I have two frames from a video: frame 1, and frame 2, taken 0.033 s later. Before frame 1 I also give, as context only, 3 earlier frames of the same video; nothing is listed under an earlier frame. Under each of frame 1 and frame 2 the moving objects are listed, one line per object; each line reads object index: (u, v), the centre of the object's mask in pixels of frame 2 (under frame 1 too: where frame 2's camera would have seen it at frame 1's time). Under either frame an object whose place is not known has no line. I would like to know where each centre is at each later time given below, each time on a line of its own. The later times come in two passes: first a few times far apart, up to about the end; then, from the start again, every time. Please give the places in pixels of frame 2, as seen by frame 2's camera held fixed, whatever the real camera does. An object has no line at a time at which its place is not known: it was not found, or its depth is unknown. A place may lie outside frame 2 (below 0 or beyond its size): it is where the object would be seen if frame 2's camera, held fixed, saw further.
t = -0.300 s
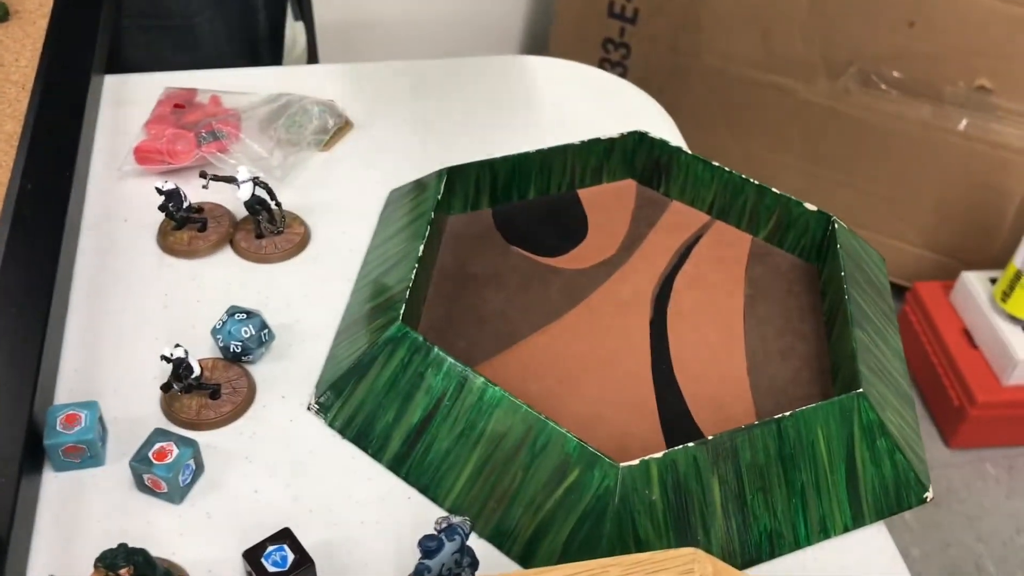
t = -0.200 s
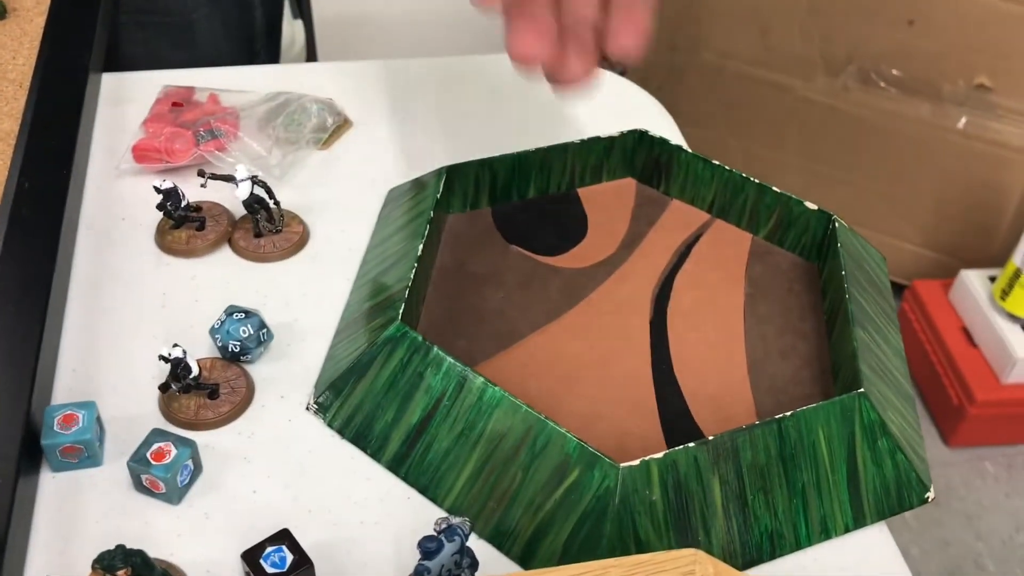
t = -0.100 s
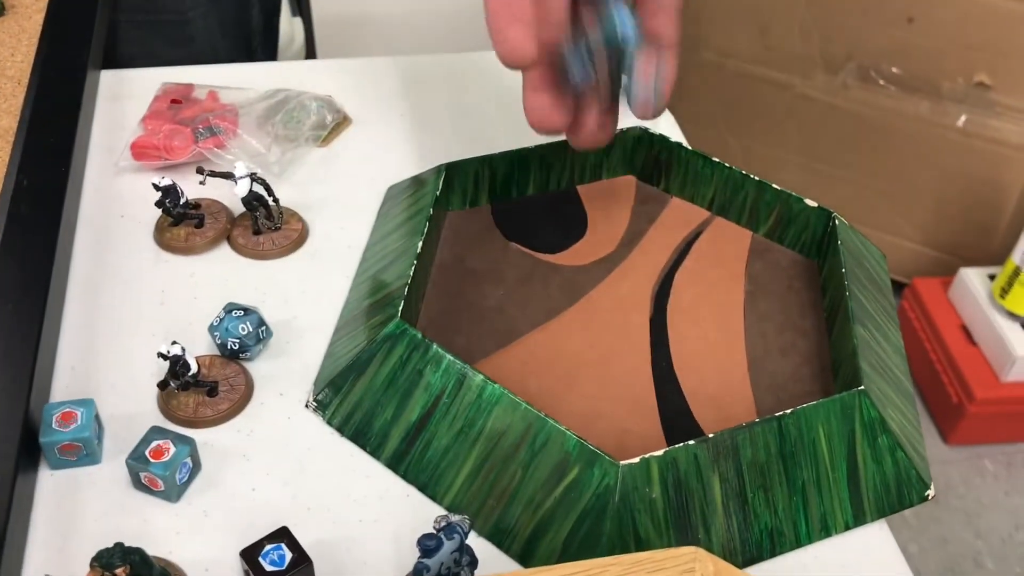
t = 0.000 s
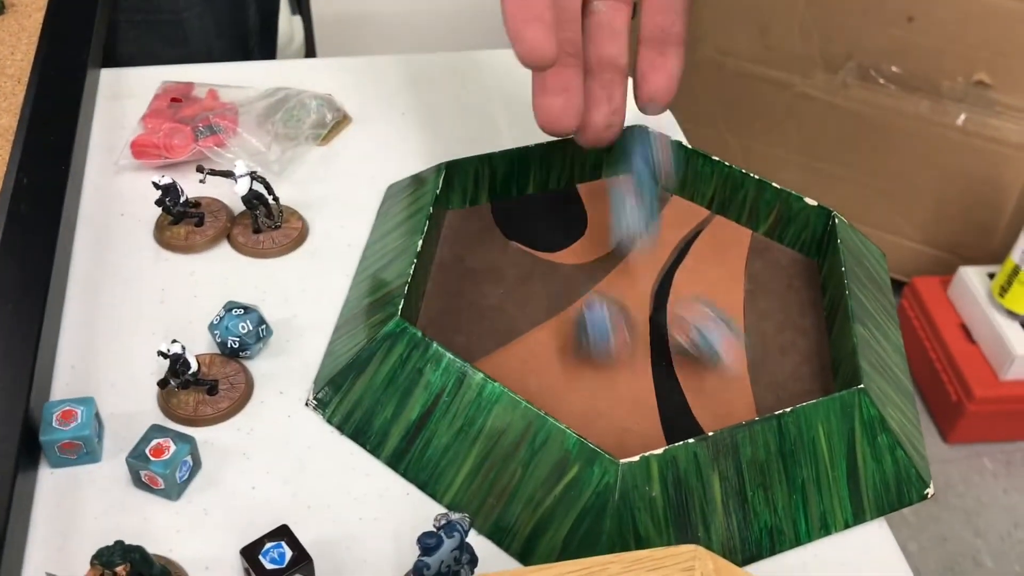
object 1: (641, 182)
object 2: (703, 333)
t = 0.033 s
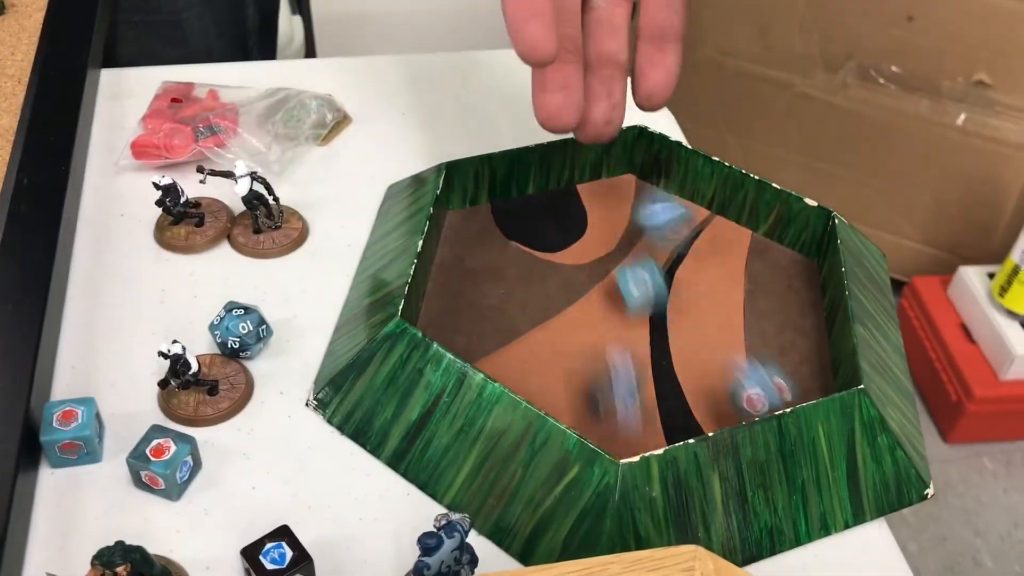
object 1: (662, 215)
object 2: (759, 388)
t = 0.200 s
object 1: (788, 262)
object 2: (676, 274)
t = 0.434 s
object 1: (794, 280)
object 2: (665, 255)
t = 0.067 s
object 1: (700, 242)
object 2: (743, 375)
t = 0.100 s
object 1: (740, 230)
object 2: (719, 341)
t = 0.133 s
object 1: (774, 240)
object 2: (704, 311)
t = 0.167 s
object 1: (794, 257)
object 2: (693, 285)
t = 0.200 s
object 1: (788, 262)
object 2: (676, 274)
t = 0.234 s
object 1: (778, 266)
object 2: (667, 262)
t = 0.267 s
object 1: (773, 266)
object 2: (665, 256)
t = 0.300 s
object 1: (771, 267)
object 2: (665, 254)
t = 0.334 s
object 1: (773, 271)
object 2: (665, 254)
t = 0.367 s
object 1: (777, 272)
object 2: (665, 255)
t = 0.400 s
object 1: (783, 276)
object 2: (665, 254)
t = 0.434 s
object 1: (794, 280)
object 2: (665, 255)
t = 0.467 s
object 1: (798, 277)
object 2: (665, 255)
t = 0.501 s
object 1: (800, 275)
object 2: (665, 255)
